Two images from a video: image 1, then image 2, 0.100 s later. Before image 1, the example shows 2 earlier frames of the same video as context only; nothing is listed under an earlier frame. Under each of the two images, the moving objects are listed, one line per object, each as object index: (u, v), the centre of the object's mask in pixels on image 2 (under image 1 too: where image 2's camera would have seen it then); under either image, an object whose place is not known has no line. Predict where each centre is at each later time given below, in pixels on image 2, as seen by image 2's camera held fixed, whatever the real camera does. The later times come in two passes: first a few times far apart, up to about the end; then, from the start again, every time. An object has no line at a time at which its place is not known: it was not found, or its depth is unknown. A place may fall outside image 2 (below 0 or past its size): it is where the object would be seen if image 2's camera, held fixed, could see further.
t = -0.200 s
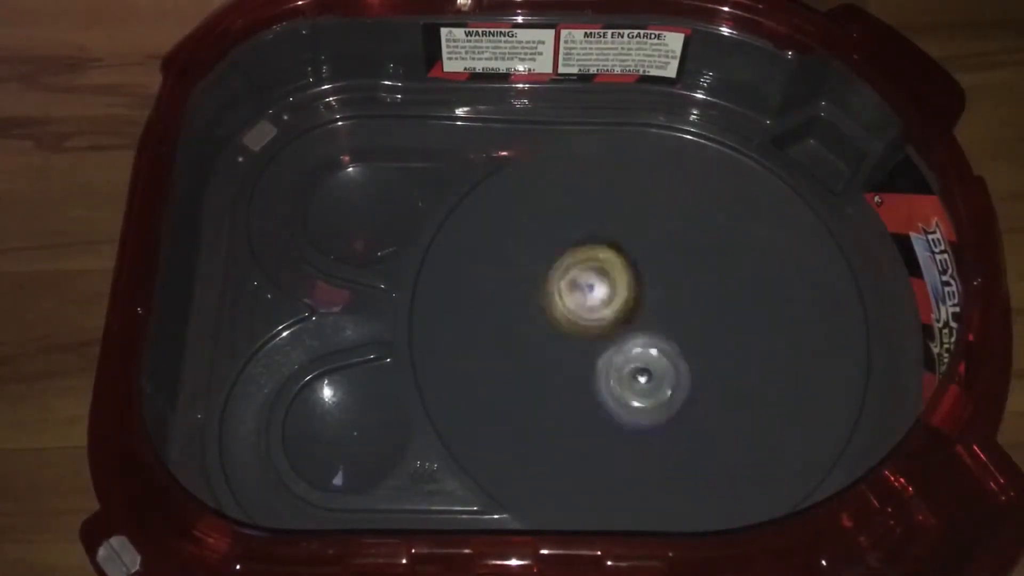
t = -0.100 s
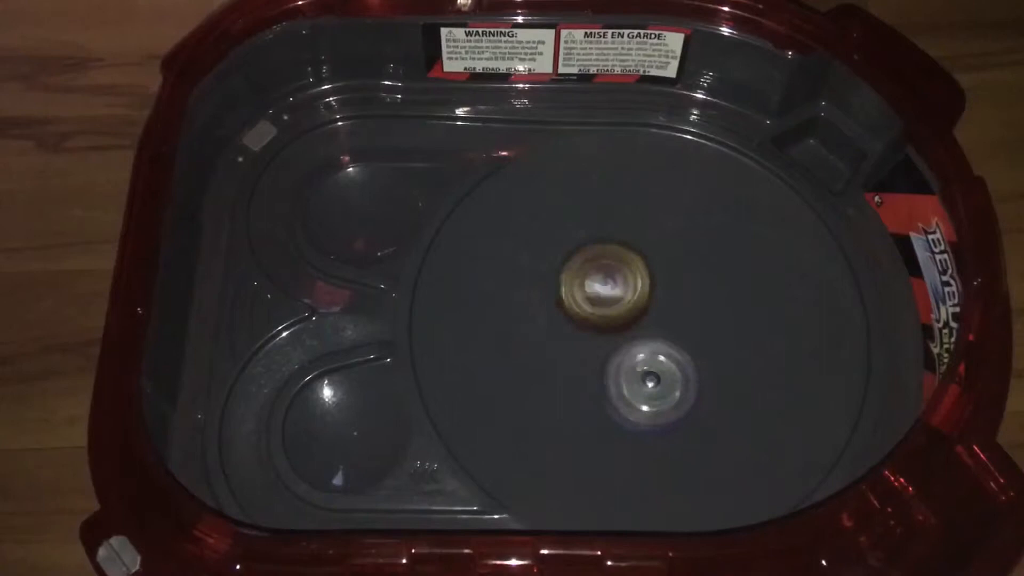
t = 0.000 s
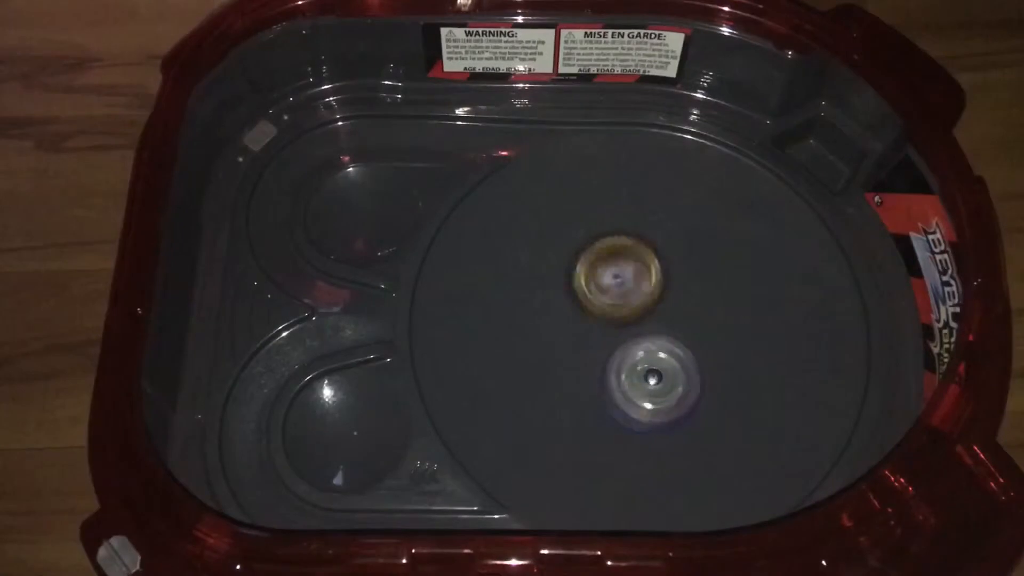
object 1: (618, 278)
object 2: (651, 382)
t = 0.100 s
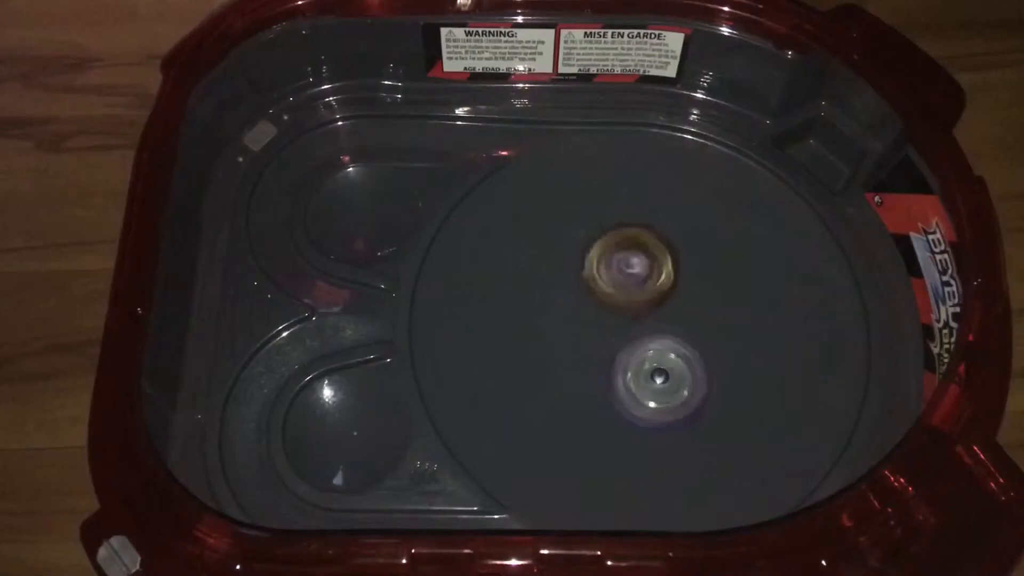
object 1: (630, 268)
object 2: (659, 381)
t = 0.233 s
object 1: (631, 253)
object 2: (664, 381)
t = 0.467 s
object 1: (622, 241)
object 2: (677, 397)
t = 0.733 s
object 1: (616, 244)
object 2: (666, 418)
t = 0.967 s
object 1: (633, 250)
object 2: (650, 427)
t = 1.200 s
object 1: (651, 234)
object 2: (627, 447)
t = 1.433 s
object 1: (661, 300)
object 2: (612, 391)
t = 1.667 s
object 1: (695, 304)
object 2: (574, 362)
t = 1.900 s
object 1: (674, 337)
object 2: (560, 312)
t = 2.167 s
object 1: (633, 362)
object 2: (581, 265)
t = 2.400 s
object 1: (608, 350)
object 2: (629, 255)
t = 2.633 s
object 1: (602, 332)
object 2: (684, 267)
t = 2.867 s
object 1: (592, 319)
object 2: (749, 295)
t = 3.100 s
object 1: (583, 318)
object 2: (780, 319)
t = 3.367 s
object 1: (619, 324)
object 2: (726, 353)
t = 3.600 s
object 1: (599, 311)
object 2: (707, 393)
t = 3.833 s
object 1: (603, 304)
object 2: (681, 419)
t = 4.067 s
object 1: (626, 301)
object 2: (640, 409)
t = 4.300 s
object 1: (639, 284)
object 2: (615, 392)
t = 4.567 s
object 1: (659, 265)
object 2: (602, 368)
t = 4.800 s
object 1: (671, 274)
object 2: (601, 357)
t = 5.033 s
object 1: (688, 261)
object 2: (596, 376)
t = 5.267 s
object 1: (660, 285)
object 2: (583, 373)
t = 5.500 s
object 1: (662, 302)
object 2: (573, 376)
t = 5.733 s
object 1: (685, 276)
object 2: (587, 386)
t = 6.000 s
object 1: (679, 298)
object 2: (588, 349)
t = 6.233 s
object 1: (691, 306)
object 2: (582, 367)
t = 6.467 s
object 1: (683, 323)
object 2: (604, 341)
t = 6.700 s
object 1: (679, 316)
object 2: (588, 334)
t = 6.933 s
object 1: (683, 300)
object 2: (600, 344)
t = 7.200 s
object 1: (685, 325)
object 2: (593, 352)
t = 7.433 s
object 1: (681, 313)
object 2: (620, 375)
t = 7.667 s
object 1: (680, 306)
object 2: (630, 389)
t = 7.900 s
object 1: (682, 319)
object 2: (617, 370)
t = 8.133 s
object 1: (682, 319)
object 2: (606, 364)
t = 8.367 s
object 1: (683, 322)
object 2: (622, 371)
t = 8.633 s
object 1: (683, 322)
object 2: (616, 366)
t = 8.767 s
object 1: (684, 324)
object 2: (621, 368)
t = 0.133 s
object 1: (631, 260)
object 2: (660, 381)
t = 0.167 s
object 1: (629, 256)
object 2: (662, 382)
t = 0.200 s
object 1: (630, 254)
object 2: (664, 382)
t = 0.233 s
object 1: (631, 253)
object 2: (664, 381)
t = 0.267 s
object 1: (632, 254)
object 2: (665, 378)
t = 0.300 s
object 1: (631, 257)
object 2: (665, 376)
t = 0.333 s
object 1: (632, 262)
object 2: (666, 373)
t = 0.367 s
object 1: (633, 265)
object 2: (665, 369)
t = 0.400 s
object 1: (630, 260)
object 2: (669, 374)
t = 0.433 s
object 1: (625, 252)
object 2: (673, 388)
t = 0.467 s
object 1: (622, 241)
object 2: (677, 397)
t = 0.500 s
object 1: (618, 231)
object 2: (677, 403)
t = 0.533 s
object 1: (614, 226)
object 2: (678, 409)
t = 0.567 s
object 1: (612, 224)
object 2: (677, 414)
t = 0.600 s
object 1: (612, 224)
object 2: (676, 417)
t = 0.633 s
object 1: (613, 227)
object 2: (674, 419)
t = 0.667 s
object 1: (611, 231)
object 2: (673, 420)
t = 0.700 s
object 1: (613, 238)
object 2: (670, 420)
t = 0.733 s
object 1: (616, 244)
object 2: (666, 418)
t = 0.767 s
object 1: (618, 251)
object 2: (662, 413)
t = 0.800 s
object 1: (619, 262)
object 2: (659, 410)
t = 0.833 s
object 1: (623, 271)
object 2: (654, 403)
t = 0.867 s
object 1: (627, 282)
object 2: (650, 395)
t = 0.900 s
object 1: (632, 284)
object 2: (649, 395)
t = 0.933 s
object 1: (631, 272)
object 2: (650, 414)
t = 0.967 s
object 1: (633, 250)
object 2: (650, 427)
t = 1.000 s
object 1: (634, 239)
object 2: (650, 439)
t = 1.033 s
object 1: (639, 232)
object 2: (645, 444)
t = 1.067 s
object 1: (642, 226)
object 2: (641, 447)
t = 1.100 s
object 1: (644, 225)
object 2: (637, 450)
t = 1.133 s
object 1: (647, 225)
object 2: (634, 452)
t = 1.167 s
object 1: (649, 228)
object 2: (630, 450)
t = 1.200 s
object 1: (651, 234)
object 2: (627, 447)
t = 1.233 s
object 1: (653, 239)
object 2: (625, 443)
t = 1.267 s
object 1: (653, 247)
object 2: (621, 435)
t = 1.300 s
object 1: (657, 256)
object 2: (618, 426)
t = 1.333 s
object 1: (657, 267)
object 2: (616, 420)
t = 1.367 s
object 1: (657, 276)
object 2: (616, 409)
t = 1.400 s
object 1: (660, 287)
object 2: (614, 399)
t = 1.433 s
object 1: (661, 300)
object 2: (612, 391)
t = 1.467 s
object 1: (667, 301)
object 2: (605, 391)
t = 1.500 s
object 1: (676, 296)
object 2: (599, 392)
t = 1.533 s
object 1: (680, 295)
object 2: (593, 390)
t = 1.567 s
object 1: (688, 296)
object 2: (589, 385)
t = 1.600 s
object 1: (692, 297)
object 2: (584, 380)
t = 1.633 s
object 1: (694, 302)
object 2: (578, 370)
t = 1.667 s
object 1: (695, 304)
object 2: (574, 362)
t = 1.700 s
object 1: (693, 309)
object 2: (569, 357)
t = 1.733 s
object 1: (693, 313)
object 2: (567, 349)
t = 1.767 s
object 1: (690, 317)
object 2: (565, 342)
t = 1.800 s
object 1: (686, 321)
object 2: (561, 333)
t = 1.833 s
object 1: (682, 325)
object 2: (560, 326)
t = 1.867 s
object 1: (677, 334)
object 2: (558, 321)
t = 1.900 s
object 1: (674, 337)
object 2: (560, 312)
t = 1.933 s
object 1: (667, 343)
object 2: (561, 304)
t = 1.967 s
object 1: (663, 346)
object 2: (561, 298)
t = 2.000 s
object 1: (655, 350)
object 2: (564, 292)
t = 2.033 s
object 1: (652, 353)
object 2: (565, 287)
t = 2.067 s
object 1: (646, 355)
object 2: (569, 278)
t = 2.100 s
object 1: (644, 358)
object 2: (573, 273)
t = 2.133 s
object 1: (638, 359)
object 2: (576, 269)
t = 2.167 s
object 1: (633, 362)
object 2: (581, 265)
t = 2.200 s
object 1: (629, 360)
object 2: (586, 262)
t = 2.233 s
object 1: (623, 361)
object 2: (593, 258)
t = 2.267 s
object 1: (621, 358)
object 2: (598, 256)
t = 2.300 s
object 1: (615, 357)
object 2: (605, 254)
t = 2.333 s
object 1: (614, 355)
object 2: (614, 255)
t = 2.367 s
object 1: (609, 352)
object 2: (621, 254)
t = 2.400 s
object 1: (608, 350)
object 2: (629, 255)
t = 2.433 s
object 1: (602, 347)
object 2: (637, 255)
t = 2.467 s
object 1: (603, 347)
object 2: (643, 254)
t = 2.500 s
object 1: (598, 344)
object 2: (653, 259)
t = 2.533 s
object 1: (600, 343)
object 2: (662, 259)
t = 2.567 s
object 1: (597, 339)
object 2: (668, 261)
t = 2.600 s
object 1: (601, 337)
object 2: (677, 264)
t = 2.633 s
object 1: (602, 332)
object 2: (684, 267)
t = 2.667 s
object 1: (604, 329)
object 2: (692, 271)
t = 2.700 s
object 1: (603, 325)
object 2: (699, 276)
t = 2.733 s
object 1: (610, 323)
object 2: (705, 279)
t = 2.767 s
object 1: (611, 319)
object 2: (710, 286)
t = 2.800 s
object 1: (611, 317)
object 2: (717, 291)
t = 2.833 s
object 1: (600, 319)
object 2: (737, 293)
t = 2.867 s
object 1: (592, 319)
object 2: (749, 295)
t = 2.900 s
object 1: (584, 319)
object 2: (758, 297)
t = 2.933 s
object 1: (583, 317)
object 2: (763, 300)
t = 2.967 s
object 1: (580, 319)
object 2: (769, 304)
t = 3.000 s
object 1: (581, 315)
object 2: (775, 308)
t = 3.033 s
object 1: (580, 317)
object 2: (778, 311)
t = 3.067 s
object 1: (579, 317)
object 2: (780, 315)
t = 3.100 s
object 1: (583, 318)
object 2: (780, 319)
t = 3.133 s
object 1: (586, 318)
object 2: (778, 322)
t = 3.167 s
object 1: (589, 316)
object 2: (773, 328)
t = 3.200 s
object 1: (595, 319)
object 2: (766, 331)
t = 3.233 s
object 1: (600, 318)
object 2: (760, 334)
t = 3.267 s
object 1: (603, 320)
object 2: (751, 338)
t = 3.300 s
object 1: (610, 319)
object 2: (744, 342)
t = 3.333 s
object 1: (615, 324)
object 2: (735, 349)
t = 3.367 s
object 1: (619, 324)
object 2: (726, 353)
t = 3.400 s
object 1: (620, 320)
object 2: (725, 359)
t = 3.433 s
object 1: (619, 322)
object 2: (722, 362)
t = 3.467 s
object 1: (615, 320)
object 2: (715, 367)
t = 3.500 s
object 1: (613, 318)
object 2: (714, 374)
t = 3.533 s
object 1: (603, 316)
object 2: (713, 380)
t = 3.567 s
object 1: (600, 312)
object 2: (709, 386)
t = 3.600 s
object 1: (599, 311)
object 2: (707, 393)
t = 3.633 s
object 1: (594, 310)
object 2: (705, 400)
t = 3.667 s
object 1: (595, 307)
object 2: (703, 405)
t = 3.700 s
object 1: (594, 310)
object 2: (700, 410)
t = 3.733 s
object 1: (595, 305)
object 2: (696, 414)
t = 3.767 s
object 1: (598, 307)
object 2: (691, 417)
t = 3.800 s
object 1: (597, 308)
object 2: (688, 418)
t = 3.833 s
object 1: (603, 304)
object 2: (681, 419)
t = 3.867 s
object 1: (606, 308)
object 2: (676, 419)
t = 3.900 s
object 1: (612, 307)
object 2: (668, 417)
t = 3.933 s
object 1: (617, 311)
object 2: (662, 415)
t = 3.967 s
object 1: (620, 311)
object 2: (654, 412)
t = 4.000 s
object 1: (623, 304)
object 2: (653, 414)
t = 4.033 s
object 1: (624, 304)
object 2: (647, 412)
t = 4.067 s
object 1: (626, 301)
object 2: (640, 409)
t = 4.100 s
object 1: (630, 297)
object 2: (633, 405)
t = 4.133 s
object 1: (633, 300)
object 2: (630, 402)
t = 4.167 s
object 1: (634, 299)
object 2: (624, 398)
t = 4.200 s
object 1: (636, 292)
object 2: (624, 400)
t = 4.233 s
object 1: (636, 289)
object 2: (622, 397)
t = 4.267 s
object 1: (637, 284)
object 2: (617, 397)
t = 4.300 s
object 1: (639, 284)
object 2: (615, 392)
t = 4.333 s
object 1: (636, 285)
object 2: (611, 387)
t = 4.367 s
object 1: (639, 284)
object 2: (611, 381)
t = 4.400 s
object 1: (642, 284)
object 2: (609, 376)
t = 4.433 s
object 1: (645, 278)
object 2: (609, 374)
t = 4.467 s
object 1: (648, 277)
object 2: (608, 370)
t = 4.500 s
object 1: (649, 272)
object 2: (605, 373)
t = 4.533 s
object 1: (655, 265)
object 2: (605, 372)
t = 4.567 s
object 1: (659, 265)
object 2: (602, 368)
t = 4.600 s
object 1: (660, 263)
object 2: (601, 367)
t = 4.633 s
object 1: (664, 263)
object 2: (601, 366)
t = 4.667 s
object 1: (664, 265)
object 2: (602, 365)
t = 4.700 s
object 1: (665, 267)
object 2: (602, 364)
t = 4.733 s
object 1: (667, 273)
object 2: (597, 358)
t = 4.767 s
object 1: (665, 278)
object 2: (601, 354)
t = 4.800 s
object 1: (671, 274)
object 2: (601, 357)
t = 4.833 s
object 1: (679, 269)
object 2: (596, 368)
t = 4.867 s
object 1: (684, 258)
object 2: (596, 375)
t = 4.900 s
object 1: (691, 254)
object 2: (594, 375)
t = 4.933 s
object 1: (693, 255)
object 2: (595, 378)
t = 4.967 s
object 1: (693, 252)
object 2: (599, 378)
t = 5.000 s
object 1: (690, 255)
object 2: (595, 378)
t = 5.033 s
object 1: (688, 261)
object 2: (596, 376)
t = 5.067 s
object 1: (685, 262)
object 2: (599, 374)
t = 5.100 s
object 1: (680, 270)
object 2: (597, 376)
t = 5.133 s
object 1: (672, 277)
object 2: (597, 371)
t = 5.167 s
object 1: (667, 280)
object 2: (599, 367)
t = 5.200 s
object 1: (663, 286)
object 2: (595, 370)
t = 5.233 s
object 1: (656, 289)
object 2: (592, 372)
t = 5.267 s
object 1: (660, 285)
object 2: (583, 373)
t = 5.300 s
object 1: (665, 285)
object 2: (578, 376)
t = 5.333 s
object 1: (662, 287)
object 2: (575, 379)
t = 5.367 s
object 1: (664, 285)
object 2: (569, 379)
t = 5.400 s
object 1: (668, 289)
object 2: (567, 382)
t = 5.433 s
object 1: (664, 295)
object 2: (568, 378)
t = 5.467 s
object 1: (662, 297)
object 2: (572, 377)
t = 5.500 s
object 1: (662, 302)
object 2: (573, 376)
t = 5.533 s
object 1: (659, 308)
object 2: (577, 371)
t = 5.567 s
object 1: (656, 306)
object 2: (573, 376)
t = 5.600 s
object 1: (665, 293)
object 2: (575, 384)
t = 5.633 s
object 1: (674, 288)
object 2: (580, 387)
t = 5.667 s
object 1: (675, 285)
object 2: (578, 389)
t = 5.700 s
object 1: (678, 278)
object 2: (584, 388)
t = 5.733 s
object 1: (685, 276)
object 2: (587, 386)
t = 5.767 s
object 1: (688, 281)
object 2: (589, 380)
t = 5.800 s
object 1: (685, 281)
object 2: (587, 376)
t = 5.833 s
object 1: (686, 281)
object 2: (591, 372)
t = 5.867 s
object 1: (688, 289)
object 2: (592, 363)
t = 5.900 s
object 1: (684, 298)
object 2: (594, 352)
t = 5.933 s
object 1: (677, 299)
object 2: (593, 348)
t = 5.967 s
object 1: (674, 302)
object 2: (591, 348)
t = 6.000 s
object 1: (679, 298)
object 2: (588, 349)
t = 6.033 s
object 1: (689, 299)
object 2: (577, 351)
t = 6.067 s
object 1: (687, 297)
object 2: (569, 351)
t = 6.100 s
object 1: (691, 297)
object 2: (565, 355)
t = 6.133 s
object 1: (691, 293)
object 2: (569, 360)
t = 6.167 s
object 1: (694, 293)
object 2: (574, 361)
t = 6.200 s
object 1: (694, 302)
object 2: (573, 364)
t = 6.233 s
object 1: (691, 306)
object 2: (582, 367)
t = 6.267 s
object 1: (686, 310)
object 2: (586, 368)
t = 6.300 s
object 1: (682, 313)
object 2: (593, 367)
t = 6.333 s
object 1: (679, 315)
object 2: (597, 359)
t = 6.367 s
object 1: (676, 315)
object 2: (601, 358)
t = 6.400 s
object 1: (677, 316)
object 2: (605, 354)
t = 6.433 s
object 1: (681, 319)
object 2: (606, 345)
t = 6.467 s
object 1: (683, 323)
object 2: (604, 341)
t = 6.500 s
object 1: (685, 326)
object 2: (601, 336)
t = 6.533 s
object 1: (687, 329)
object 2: (598, 332)
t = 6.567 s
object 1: (686, 329)
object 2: (598, 330)
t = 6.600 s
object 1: (684, 327)
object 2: (596, 330)
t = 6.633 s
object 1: (683, 324)
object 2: (593, 328)
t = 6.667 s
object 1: (680, 320)
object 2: (589, 329)
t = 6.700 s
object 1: (679, 316)
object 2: (588, 334)
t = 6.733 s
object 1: (679, 313)
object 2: (590, 338)
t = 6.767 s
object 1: (678, 309)
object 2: (589, 344)
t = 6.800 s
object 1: (679, 306)
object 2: (593, 348)
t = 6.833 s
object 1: (680, 304)
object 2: (594, 350)
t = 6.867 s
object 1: (681, 302)
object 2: (596, 345)
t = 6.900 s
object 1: (682, 301)
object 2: (597, 345)
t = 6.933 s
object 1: (683, 300)
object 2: (600, 344)
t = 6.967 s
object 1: (683, 301)
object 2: (603, 339)
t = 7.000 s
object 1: (684, 301)
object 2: (604, 337)
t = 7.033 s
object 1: (685, 303)
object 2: (606, 338)
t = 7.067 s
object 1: (683, 308)
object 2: (602, 338)
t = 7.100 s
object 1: (683, 313)
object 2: (598, 338)
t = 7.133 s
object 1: (682, 318)
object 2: (597, 342)
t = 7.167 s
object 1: (684, 322)
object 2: (596, 345)
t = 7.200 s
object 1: (685, 325)
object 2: (593, 352)
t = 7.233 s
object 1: (686, 326)
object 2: (594, 355)
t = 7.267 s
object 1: (685, 325)
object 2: (596, 359)
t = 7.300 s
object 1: (683, 322)
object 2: (604, 364)
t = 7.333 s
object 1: (682, 320)
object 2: (606, 366)
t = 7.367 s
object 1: (682, 317)
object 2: (610, 370)
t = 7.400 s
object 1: (681, 315)
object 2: (614, 372)
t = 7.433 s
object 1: (681, 313)
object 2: (620, 375)
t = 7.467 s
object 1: (680, 310)
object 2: (623, 378)
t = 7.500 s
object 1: (680, 308)
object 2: (626, 381)
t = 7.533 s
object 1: (680, 307)
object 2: (627, 383)
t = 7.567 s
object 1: (680, 305)
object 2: (629, 386)
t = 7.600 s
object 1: (680, 305)
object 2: (630, 389)
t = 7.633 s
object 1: (680, 305)
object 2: (630, 389)
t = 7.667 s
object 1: (680, 306)
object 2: (630, 389)
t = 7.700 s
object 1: (680, 307)
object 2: (629, 387)
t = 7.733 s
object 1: (680, 309)
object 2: (628, 385)
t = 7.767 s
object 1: (680, 311)
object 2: (627, 383)
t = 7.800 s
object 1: (680, 313)
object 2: (625, 380)
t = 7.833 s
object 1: (681, 316)
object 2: (622, 377)
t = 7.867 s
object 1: (681, 317)
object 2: (620, 374)
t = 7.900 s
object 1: (682, 319)
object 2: (617, 370)
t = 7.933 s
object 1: (683, 322)
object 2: (613, 367)
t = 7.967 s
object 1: (684, 324)
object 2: (610, 366)
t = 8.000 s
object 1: (684, 324)
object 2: (608, 365)
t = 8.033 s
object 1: (683, 322)
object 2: (608, 365)
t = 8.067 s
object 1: (682, 321)
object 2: (607, 364)
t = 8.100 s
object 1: (682, 320)
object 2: (606, 364)
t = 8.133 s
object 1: (682, 319)
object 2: (606, 364)
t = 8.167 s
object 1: (682, 320)
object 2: (607, 364)
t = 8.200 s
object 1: (682, 321)
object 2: (608, 365)
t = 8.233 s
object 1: (683, 323)
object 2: (609, 365)
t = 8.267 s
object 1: (684, 324)
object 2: (611, 366)
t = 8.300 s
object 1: (684, 324)
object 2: (614, 366)
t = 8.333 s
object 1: (683, 323)
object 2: (618, 368)
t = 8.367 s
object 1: (683, 322)
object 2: (622, 371)
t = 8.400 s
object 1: (683, 322)
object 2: (624, 373)
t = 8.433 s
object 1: (683, 322)
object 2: (625, 375)
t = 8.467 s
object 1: (683, 321)
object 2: (624, 375)
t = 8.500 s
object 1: (682, 321)
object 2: (624, 374)
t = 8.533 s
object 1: (682, 321)
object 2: (623, 372)
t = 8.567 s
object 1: (683, 321)
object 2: (621, 370)
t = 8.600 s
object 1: (683, 321)
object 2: (618, 367)
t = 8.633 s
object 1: (683, 322)
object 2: (616, 366)
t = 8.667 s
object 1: (683, 322)
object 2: (615, 366)
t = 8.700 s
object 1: (683, 323)
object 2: (615, 366)
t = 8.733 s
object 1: (683, 323)
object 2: (617, 367)
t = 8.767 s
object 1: (684, 324)
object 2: (621, 368)
